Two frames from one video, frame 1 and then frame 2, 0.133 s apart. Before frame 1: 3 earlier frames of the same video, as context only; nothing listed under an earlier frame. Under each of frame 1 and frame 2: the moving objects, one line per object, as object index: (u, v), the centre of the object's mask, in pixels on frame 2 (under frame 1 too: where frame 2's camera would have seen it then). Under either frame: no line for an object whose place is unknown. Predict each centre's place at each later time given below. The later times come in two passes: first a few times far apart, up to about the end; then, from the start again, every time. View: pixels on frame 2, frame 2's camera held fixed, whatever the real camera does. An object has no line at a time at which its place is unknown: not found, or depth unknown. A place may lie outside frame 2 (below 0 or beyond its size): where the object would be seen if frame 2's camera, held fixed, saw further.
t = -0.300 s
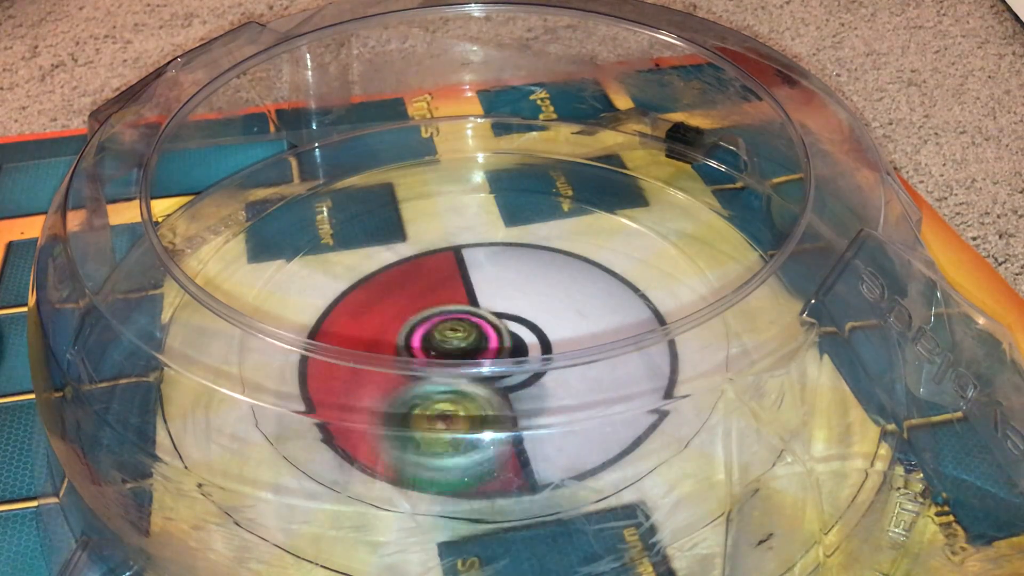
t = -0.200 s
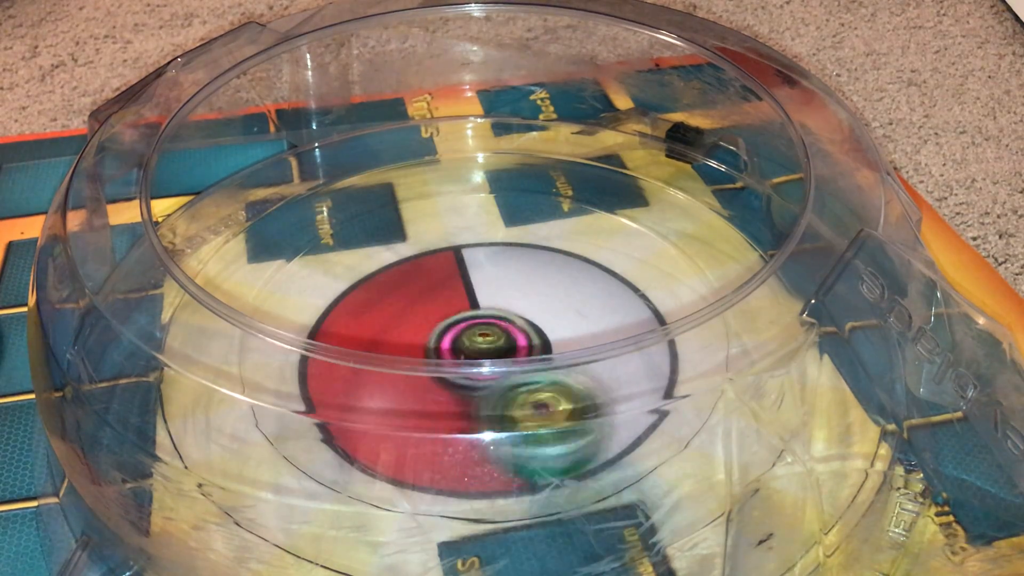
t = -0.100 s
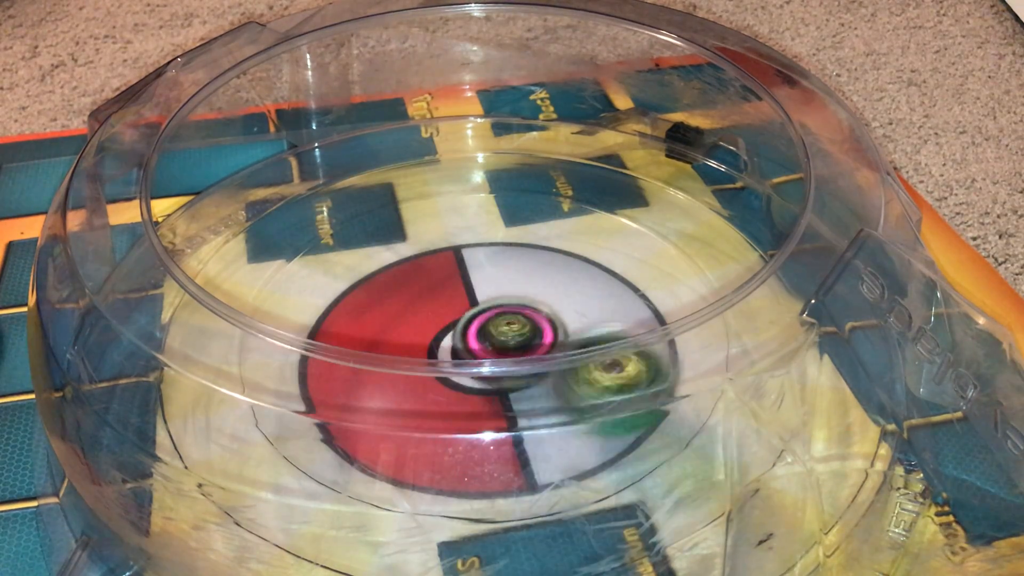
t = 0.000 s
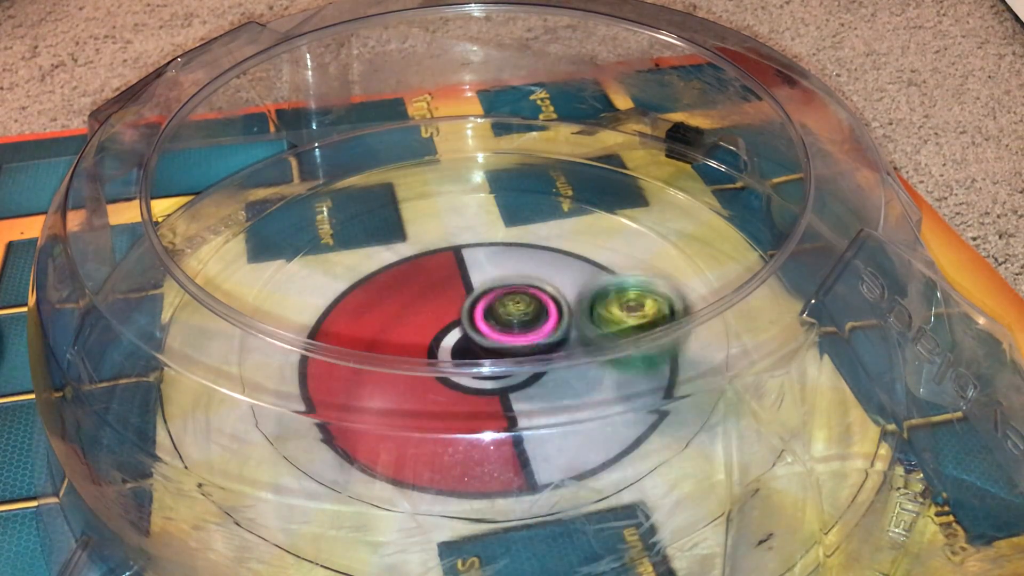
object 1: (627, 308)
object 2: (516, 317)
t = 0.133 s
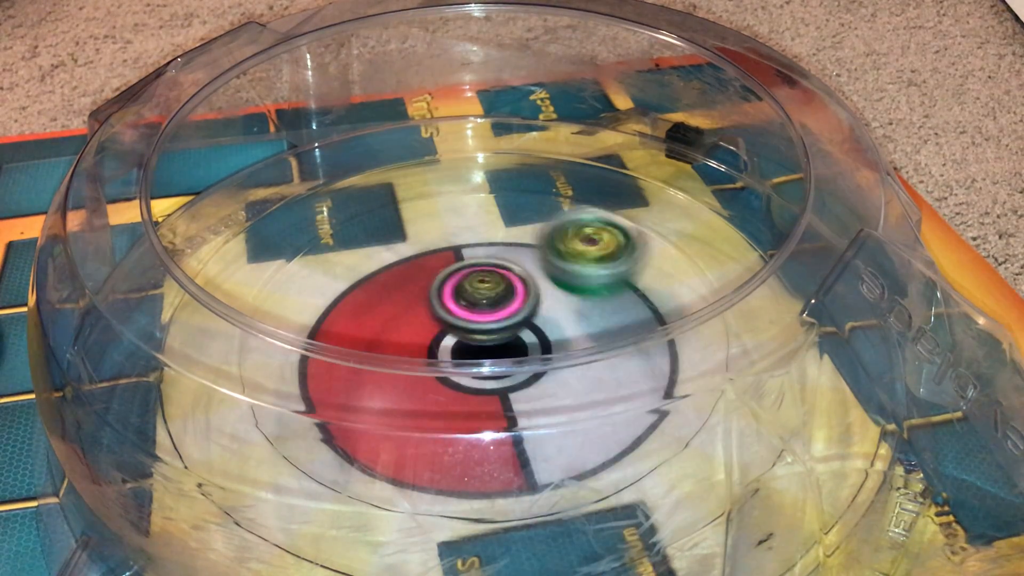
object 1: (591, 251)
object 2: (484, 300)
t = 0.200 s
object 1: (550, 229)
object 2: (461, 299)
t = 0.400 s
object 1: (409, 230)
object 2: (434, 327)
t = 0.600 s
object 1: (336, 305)
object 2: (491, 351)
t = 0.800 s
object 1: (430, 411)
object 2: (523, 317)
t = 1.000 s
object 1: (591, 362)
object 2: (476, 299)
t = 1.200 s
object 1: (585, 260)
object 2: (440, 323)
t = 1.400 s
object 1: (467, 234)
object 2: (489, 350)
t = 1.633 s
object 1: (363, 306)
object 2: (524, 316)
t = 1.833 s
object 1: (441, 396)
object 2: (476, 303)
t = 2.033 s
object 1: (582, 361)
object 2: (443, 327)
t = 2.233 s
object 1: (572, 276)
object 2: (490, 352)
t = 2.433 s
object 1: (451, 253)
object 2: (520, 321)
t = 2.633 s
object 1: (369, 312)
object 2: (481, 306)
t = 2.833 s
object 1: (410, 404)
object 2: (464, 316)
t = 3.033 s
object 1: (536, 410)
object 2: (493, 305)
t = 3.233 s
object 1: (584, 327)
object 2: (472, 288)
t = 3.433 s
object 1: (537, 268)
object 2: (427, 310)
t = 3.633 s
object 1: (471, 243)
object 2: (445, 377)
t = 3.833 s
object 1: (436, 256)
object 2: (528, 378)
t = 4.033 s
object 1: (447, 315)
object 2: (563, 322)
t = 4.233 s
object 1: (405, 339)
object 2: (609, 290)
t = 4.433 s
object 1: (481, 362)
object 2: (542, 271)
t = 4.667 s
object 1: (535, 338)
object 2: (450, 284)
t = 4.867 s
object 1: (573, 329)
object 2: (361, 294)
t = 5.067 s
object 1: (562, 319)
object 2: (330, 307)
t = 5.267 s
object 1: (494, 325)
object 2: (367, 325)
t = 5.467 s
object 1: (525, 325)
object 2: (399, 327)
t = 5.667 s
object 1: (569, 314)
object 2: (446, 313)
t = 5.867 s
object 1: (556, 314)
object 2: (458, 281)
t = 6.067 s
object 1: (519, 328)
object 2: (462, 264)
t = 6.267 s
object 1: (476, 358)
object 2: (478, 279)
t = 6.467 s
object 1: (437, 377)
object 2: (514, 306)
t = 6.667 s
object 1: (423, 348)
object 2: (548, 319)
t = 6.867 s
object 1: (425, 318)
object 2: (566, 321)
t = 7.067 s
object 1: (424, 276)
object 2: (557, 340)
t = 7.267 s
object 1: (439, 251)
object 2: (525, 358)
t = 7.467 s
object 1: (476, 269)
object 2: (477, 360)
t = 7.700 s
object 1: (523, 299)
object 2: (426, 356)
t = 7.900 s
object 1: (538, 325)
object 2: (413, 328)
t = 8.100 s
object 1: (515, 359)
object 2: (426, 308)
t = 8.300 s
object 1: (475, 378)
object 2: (445, 284)
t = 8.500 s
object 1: (445, 350)
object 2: (478, 276)
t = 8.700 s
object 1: (423, 323)
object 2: (520, 280)
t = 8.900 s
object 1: (421, 309)
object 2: (547, 300)
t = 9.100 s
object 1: (438, 303)
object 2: (546, 324)
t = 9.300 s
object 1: (447, 293)
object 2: (516, 357)
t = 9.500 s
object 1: (458, 283)
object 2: (479, 380)
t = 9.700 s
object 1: (496, 284)
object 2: (438, 359)
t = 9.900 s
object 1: (545, 304)
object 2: (420, 313)
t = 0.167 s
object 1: (572, 239)
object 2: (472, 298)
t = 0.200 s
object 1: (550, 229)
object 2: (461, 299)
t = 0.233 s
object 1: (526, 223)
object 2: (452, 302)
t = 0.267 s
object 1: (502, 219)
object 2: (445, 306)
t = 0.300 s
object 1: (480, 218)
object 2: (439, 311)
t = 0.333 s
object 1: (453, 220)
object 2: (433, 315)
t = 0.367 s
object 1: (431, 224)
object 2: (432, 321)
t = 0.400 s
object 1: (409, 230)
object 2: (434, 327)
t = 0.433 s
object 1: (386, 240)
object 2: (438, 331)
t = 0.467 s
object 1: (371, 251)
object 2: (445, 334)
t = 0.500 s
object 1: (356, 264)
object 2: (456, 347)
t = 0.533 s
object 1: (345, 279)
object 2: (468, 351)
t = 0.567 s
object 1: (337, 295)
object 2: (481, 353)
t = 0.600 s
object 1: (336, 305)
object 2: (491, 351)
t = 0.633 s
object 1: (341, 317)
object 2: (500, 349)
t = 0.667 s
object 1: (343, 347)
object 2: (509, 334)
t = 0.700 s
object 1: (359, 367)
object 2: (516, 330)
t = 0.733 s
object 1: (379, 379)
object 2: (521, 326)
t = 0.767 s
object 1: (402, 395)
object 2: (523, 321)
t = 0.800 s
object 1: (430, 411)
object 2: (523, 317)
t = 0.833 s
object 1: (461, 414)
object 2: (520, 311)
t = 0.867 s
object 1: (492, 404)
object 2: (514, 305)
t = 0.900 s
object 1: (524, 408)
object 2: (505, 301)
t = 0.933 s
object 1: (552, 401)
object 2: (496, 299)
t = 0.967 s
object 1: (574, 376)
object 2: (487, 299)
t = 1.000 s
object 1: (591, 362)
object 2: (476, 299)
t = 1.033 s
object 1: (605, 342)
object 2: (467, 300)
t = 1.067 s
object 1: (610, 323)
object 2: (458, 303)
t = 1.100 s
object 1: (612, 308)
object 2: (450, 308)
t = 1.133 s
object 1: (607, 291)
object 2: (445, 312)
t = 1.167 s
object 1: (598, 274)
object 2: (441, 318)
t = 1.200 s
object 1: (585, 260)
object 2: (440, 323)
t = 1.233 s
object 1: (571, 250)
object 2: (443, 328)
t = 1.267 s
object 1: (551, 241)
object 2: (448, 332)
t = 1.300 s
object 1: (532, 236)
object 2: (456, 335)
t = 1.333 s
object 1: (511, 233)
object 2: (467, 348)
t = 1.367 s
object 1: (489, 232)
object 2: (480, 352)
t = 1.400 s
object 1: (467, 234)
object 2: (489, 350)
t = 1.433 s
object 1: (447, 237)
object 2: (497, 350)
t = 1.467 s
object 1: (427, 244)
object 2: (508, 347)
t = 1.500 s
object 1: (408, 254)
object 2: (514, 332)
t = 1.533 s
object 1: (392, 264)
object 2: (520, 329)
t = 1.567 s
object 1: (377, 278)
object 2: (523, 325)
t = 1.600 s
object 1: (368, 292)
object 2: (525, 320)
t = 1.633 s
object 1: (363, 306)
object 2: (524, 316)
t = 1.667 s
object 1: (366, 316)
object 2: (519, 310)
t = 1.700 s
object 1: (368, 343)
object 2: (512, 307)
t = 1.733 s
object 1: (379, 356)
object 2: (505, 305)
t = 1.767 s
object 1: (395, 376)
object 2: (496, 303)
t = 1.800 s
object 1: (416, 388)
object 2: (485, 303)
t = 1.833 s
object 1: (441, 396)
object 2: (476, 303)
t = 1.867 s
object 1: (468, 410)
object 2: (465, 302)
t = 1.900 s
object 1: (495, 410)
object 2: (455, 307)
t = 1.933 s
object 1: (522, 407)
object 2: (449, 312)
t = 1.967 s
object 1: (546, 388)
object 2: (445, 318)
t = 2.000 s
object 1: (565, 377)
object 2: (443, 323)
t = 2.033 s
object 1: (582, 361)
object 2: (443, 327)
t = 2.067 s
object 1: (592, 348)
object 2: (446, 331)
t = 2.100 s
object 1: (597, 330)
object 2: (453, 334)
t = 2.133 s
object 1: (598, 317)
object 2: (461, 336)
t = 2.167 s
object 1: (593, 301)
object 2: (470, 351)
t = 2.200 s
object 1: (584, 289)
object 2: (482, 353)
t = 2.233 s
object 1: (572, 276)
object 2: (490, 352)
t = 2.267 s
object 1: (556, 266)
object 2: (498, 350)
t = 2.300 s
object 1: (539, 257)
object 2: (507, 346)
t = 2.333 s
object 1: (518, 253)
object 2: (513, 332)
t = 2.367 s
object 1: (495, 250)
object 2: (518, 329)
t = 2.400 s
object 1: (473, 250)
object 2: (521, 326)
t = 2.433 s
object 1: (451, 253)
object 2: (520, 321)
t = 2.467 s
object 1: (431, 259)
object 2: (518, 318)
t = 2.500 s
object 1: (412, 268)
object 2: (512, 314)
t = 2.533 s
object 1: (396, 277)
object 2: (505, 310)
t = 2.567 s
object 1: (383, 289)
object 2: (498, 307)
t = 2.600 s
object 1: (373, 301)
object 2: (489, 306)
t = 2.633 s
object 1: (369, 312)
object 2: (481, 306)
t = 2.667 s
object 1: (367, 319)
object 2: (477, 306)
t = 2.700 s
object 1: (361, 346)
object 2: (474, 307)
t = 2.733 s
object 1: (368, 354)
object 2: (470, 310)
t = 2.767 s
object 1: (379, 374)
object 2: (467, 311)
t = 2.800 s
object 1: (392, 385)
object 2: (465, 314)
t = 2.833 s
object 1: (410, 404)
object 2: (464, 316)
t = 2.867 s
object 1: (432, 409)
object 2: (465, 319)
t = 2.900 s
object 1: (455, 410)
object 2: (468, 321)
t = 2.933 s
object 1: (476, 405)
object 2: (475, 322)
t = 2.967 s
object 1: (496, 415)
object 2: (485, 316)
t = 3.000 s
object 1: (518, 413)
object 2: (490, 311)
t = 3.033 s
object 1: (536, 410)
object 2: (493, 305)
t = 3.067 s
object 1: (554, 394)
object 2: (494, 302)
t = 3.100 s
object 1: (566, 383)
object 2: (493, 297)
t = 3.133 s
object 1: (578, 369)
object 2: (489, 292)
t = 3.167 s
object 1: (584, 356)
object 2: (485, 289)
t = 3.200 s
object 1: (585, 342)
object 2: (479, 288)
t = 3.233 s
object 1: (584, 327)
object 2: (472, 288)
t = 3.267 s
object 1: (577, 311)
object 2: (466, 290)
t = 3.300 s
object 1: (569, 300)
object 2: (459, 292)
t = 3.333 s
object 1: (565, 290)
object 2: (448, 294)
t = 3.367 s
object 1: (555, 281)
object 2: (442, 298)
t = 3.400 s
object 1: (545, 274)
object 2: (433, 304)
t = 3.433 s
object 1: (537, 268)
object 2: (427, 310)
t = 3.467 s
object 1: (524, 264)
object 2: (425, 316)
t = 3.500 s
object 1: (509, 261)
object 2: (427, 322)
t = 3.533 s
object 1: (494, 260)
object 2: (433, 327)
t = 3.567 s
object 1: (480, 259)
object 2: (440, 332)
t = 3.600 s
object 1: (476, 249)
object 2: (440, 357)
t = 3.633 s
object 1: (471, 243)
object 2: (445, 377)
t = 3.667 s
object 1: (465, 241)
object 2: (454, 380)
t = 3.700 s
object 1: (458, 239)
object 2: (467, 384)
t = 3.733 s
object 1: (452, 241)
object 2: (483, 385)
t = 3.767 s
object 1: (445, 244)
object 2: (498, 385)
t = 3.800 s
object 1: (440, 249)
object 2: (513, 382)
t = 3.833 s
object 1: (436, 256)
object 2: (528, 378)
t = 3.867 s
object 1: (433, 265)
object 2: (541, 372)
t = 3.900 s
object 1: (430, 275)
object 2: (552, 371)
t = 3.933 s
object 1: (430, 285)
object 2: (559, 352)
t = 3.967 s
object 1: (434, 295)
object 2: (565, 344)
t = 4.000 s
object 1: (440, 307)
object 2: (562, 327)
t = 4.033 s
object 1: (447, 315)
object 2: (563, 322)
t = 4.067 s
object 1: (428, 315)
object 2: (585, 315)
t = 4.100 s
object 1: (413, 315)
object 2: (603, 309)
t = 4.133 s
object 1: (405, 317)
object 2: (611, 305)
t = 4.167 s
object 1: (401, 321)
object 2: (615, 301)
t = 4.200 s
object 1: (402, 326)
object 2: (613, 296)
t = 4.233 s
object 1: (405, 339)
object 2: (609, 290)
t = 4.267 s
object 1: (409, 352)
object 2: (603, 285)
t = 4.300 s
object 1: (419, 359)
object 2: (594, 278)
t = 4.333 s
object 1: (433, 361)
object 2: (583, 274)
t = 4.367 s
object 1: (448, 361)
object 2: (571, 272)
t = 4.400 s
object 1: (464, 362)
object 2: (556, 270)
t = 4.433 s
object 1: (481, 362)
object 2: (542, 271)
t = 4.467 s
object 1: (491, 360)
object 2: (527, 272)
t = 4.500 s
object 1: (502, 354)
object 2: (512, 273)
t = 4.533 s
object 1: (513, 348)
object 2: (497, 273)
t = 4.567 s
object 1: (521, 349)
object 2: (484, 273)
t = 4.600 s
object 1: (527, 347)
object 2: (471, 274)
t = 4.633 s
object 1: (532, 343)
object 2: (460, 279)
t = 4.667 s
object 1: (535, 338)
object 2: (450, 284)
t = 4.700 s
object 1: (537, 334)
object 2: (440, 291)
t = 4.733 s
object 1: (536, 329)
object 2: (431, 298)
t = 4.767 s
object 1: (537, 326)
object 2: (422, 304)
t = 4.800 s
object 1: (553, 330)
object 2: (396, 300)
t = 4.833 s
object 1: (566, 331)
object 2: (376, 296)
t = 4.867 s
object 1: (573, 329)
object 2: (361, 294)
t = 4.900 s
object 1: (579, 326)
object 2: (351, 295)
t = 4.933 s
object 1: (582, 324)
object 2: (342, 297)
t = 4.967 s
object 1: (581, 323)
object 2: (336, 299)
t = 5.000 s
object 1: (578, 321)
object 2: (332, 302)
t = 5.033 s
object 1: (572, 319)
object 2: (330, 304)
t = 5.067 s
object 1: (562, 319)
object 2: (330, 307)
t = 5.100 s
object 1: (550, 316)
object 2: (332, 310)
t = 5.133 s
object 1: (538, 317)
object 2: (336, 313)
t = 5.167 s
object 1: (528, 319)
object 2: (342, 316)
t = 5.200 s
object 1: (516, 321)
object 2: (349, 319)
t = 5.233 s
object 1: (504, 323)
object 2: (357, 322)
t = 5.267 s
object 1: (494, 325)
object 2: (367, 325)
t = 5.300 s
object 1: (493, 326)
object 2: (370, 326)
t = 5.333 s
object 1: (501, 326)
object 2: (370, 326)
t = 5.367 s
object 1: (508, 327)
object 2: (375, 327)
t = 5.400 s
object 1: (512, 326)
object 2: (385, 328)
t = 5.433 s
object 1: (514, 326)
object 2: (395, 328)
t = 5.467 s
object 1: (525, 325)
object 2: (399, 327)
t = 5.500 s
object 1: (539, 323)
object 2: (403, 325)
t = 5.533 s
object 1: (549, 322)
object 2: (411, 323)
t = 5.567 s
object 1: (558, 319)
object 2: (420, 321)
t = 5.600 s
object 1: (566, 324)
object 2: (429, 319)
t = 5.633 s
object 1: (568, 314)
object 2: (438, 316)
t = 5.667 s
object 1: (569, 314)
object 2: (446, 313)
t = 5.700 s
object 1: (569, 314)
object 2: (452, 310)
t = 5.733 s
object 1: (566, 311)
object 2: (457, 305)
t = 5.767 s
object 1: (568, 311)
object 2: (456, 298)
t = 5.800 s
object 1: (566, 312)
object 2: (456, 292)
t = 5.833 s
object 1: (561, 312)
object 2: (458, 287)
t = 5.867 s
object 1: (556, 314)
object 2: (458, 281)
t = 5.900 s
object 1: (552, 316)
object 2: (458, 277)
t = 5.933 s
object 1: (547, 317)
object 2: (458, 273)
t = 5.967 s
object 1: (541, 321)
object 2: (459, 270)
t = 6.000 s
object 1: (534, 322)
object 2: (459, 268)
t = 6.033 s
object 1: (528, 324)
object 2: (461, 266)
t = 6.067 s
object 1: (519, 328)
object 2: (462, 264)
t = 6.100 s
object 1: (513, 330)
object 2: (463, 264)
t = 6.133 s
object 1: (506, 332)
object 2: (466, 265)
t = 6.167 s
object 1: (496, 347)
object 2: (468, 268)
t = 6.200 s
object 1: (490, 351)
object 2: (471, 271)
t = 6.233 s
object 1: (485, 353)
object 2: (474, 274)
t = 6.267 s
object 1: (476, 358)
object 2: (478, 279)
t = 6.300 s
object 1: (464, 361)
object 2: (484, 283)
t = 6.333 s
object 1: (460, 361)
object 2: (490, 288)
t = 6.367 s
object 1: (452, 377)
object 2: (496, 293)
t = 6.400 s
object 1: (446, 377)
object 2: (502, 297)
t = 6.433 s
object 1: (442, 376)
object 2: (508, 302)
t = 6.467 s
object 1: (437, 377)
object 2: (514, 306)
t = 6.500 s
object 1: (435, 362)
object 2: (519, 309)
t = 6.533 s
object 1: (431, 360)
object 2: (525, 312)
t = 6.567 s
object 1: (431, 361)
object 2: (529, 315)
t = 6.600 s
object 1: (430, 357)
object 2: (534, 317)
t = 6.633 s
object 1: (429, 352)
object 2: (540, 318)
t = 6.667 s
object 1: (423, 348)
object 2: (548, 319)
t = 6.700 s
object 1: (421, 343)
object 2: (554, 319)
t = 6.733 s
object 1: (420, 331)
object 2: (559, 320)
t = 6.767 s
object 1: (420, 328)
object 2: (562, 321)
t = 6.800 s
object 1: (421, 324)
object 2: (565, 321)
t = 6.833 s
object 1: (423, 322)
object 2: (566, 321)
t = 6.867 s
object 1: (425, 318)
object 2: (566, 321)
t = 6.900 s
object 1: (428, 315)
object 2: (563, 322)
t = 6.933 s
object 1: (433, 310)
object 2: (558, 324)
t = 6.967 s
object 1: (438, 307)
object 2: (552, 325)
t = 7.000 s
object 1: (433, 295)
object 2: (553, 327)
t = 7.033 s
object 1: (426, 284)
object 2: (556, 329)
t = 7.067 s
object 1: (424, 276)
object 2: (557, 340)
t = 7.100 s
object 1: (424, 269)
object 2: (555, 345)
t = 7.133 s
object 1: (425, 264)
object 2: (552, 348)
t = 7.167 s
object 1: (426, 259)
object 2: (547, 351)
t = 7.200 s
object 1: (430, 256)
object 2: (541, 353)
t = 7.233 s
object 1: (434, 252)
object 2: (534, 357)
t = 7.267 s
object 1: (439, 251)
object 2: (525, 358)
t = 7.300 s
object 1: (444, 251)
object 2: (517, 358)
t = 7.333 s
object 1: (450, 252)
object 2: (507, 359)
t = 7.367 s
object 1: (456, 255)
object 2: (500, 359)
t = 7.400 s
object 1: (462, 258)
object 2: (492, 360)
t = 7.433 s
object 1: (469, 263)
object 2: (485, 360)
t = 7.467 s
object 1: (476, 269)
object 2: (477, 360)
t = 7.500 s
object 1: (482, 274)
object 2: (469, 360)
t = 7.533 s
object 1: (491, 277)
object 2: (459, 361)
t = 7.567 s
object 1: (500, 280)
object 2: (451, 361)
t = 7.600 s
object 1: (506, 283)
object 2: (443, 361)
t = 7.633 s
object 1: (513, 288)
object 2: (436, 361)
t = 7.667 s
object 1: (519, 293)
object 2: (431, 358)
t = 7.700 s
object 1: (523, 299)
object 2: (426, 356)
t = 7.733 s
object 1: (527, 306)
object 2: (422, 351)
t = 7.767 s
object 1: (531, 309)
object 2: (419, 347)
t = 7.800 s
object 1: (536, 314)
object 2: (417, 335)
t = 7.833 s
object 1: (537, 317)
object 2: (415, 333)
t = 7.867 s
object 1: (539, 320)
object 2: (414, 331)
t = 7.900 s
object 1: (538, 325)
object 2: (413, 328)
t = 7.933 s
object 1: (536, 328)
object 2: (413, 325)
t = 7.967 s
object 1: (534, 340)
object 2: (415, 323)
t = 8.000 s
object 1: (530, 346)
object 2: (417, 319)
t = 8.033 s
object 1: (528, 354)
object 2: (420, 315)
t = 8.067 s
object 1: (521, 357)
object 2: (422, 313)
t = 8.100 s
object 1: (515, 359)
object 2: (426, 308)
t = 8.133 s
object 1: (507, 359)
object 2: (429, 306)
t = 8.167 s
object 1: (500, 377)
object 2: (432, 300)
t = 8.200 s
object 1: (495, 374)
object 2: (435, 294)
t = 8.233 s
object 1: (489, 377)
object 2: (439, 290)
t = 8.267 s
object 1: (482, 378)
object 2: (442, 287)
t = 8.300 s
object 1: (475, 378)
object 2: (445, 284)
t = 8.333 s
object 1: (470, 377)
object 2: (450, 282)
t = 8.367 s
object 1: (463, 377)
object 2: (455, 280)
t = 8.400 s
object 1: (457, 361)
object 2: (461, 278)
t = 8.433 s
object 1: (452, 361)
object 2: (466, 277)
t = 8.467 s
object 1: (448, 357)
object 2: (472, 276)
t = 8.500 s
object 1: (445, 350)
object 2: (478, 276)
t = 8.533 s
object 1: (439, 345)
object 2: (486, 275)
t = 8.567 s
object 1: (435, 332)
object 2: (493, 275)
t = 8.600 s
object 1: (432, 330)
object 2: (500, 276)
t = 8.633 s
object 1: (430, 328)
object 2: (506, 277)
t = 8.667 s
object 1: (425, 325)
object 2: (512, 278)
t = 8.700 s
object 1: (423, 323)
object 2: (520, 280)
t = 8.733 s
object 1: (422, 320)
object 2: (525, 282)
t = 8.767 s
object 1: (422, 318)
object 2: (529, 285)
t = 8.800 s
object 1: (424, 315)
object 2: (532, 289)
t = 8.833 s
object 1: (426, 314)
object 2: (536, 293)
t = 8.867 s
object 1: (423, 311)
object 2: (541, 297)
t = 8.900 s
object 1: (421, 309)
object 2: (547, 300)
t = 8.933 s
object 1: (421, 307)
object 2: (550, 305)
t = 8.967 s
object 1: (422, 306)
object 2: (550, 309)
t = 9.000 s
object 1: (424, 304)
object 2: (549, 313)
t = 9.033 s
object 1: (429, 304)
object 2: (549, 317)
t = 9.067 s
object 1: (433, 304)
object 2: (547, 320)
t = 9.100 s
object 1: (438, 303)
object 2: (546, 324)
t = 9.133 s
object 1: (441, 302)
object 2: (544, 328)
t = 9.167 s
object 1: (444, 301)
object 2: (541, 331)
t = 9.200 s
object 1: (444, 298)
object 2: (538, 335)
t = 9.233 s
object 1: (446, 296)
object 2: (531, 346)
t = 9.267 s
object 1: (446, 295)
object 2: (524, 351)
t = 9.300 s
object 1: (447, 293)
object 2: (516, 357)
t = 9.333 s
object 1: (449, 290)
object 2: (510, 359)
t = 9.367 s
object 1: (448, 282)
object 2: (504, 375)
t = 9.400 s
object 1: (452, 280)
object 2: (498, 377)
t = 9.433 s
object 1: (454, 280)
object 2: (491, 378)
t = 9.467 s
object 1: (456, 281)
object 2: (485, 379)
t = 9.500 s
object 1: (458, 283)
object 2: (479, 380)
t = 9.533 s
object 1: (462, 285)
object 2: (473, 380)
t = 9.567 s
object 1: (467, 288)
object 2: (467, 378)
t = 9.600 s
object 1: (477, 283)
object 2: (454, 378)
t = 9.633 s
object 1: (484, 280)
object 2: (446, 376)
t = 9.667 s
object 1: (492, 282)
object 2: (443, 375)
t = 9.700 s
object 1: (496, 284)
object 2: (438, 359)
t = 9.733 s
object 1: (500, 285)
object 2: (439, 358)
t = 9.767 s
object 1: (512, 286)
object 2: (434, 348)
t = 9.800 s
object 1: (522, 293)
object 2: (426, 333)
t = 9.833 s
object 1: (529, 296)
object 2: (426, 327)
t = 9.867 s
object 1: (537, 299)
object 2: (421, 321)
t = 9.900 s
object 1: (545, 304)
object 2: (420, 313)
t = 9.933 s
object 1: (550, 307)
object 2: (420, 305)
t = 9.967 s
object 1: (551, 310)
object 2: (421, 298)
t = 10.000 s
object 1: (552, 316)
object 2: (424, 288)
